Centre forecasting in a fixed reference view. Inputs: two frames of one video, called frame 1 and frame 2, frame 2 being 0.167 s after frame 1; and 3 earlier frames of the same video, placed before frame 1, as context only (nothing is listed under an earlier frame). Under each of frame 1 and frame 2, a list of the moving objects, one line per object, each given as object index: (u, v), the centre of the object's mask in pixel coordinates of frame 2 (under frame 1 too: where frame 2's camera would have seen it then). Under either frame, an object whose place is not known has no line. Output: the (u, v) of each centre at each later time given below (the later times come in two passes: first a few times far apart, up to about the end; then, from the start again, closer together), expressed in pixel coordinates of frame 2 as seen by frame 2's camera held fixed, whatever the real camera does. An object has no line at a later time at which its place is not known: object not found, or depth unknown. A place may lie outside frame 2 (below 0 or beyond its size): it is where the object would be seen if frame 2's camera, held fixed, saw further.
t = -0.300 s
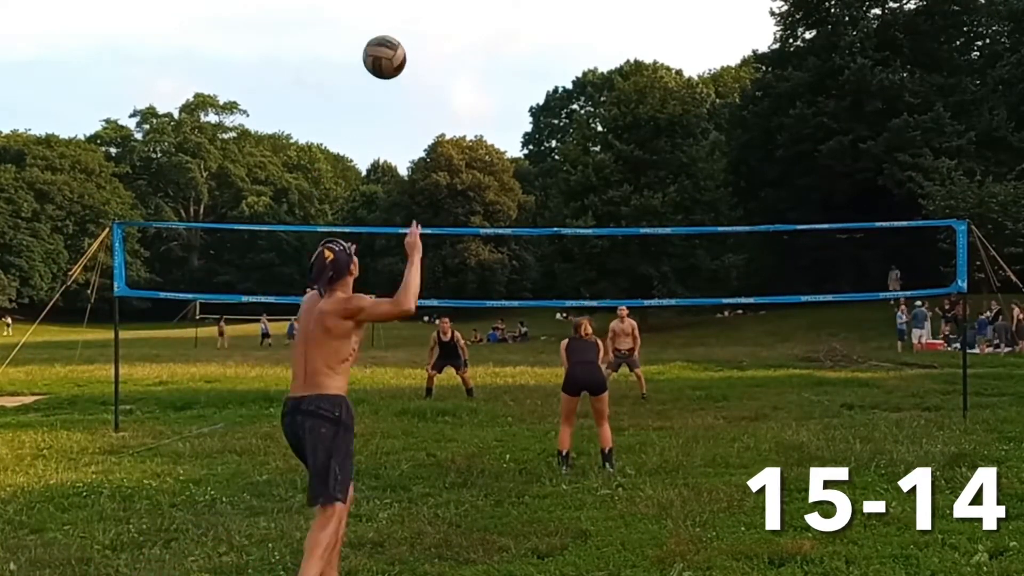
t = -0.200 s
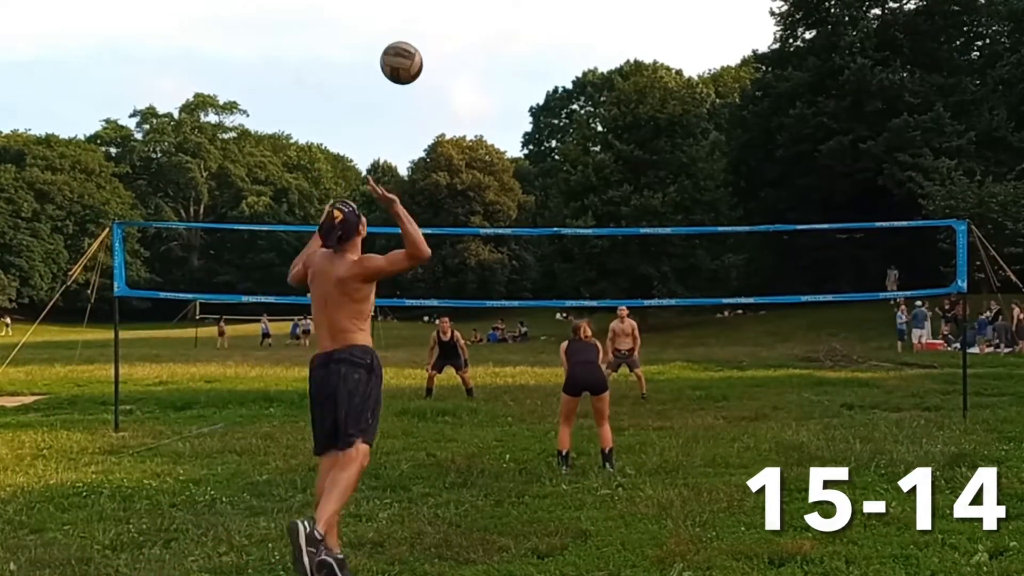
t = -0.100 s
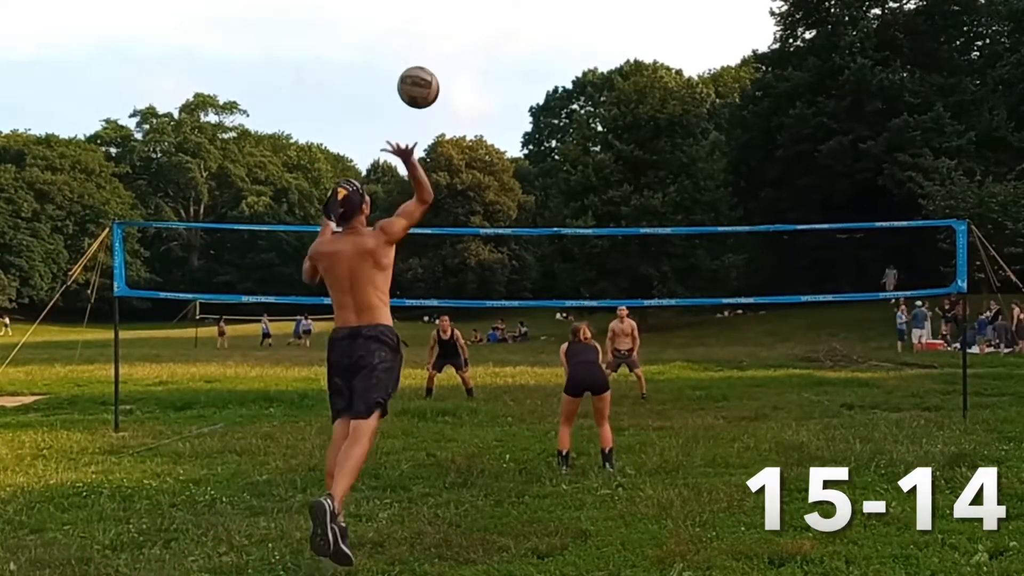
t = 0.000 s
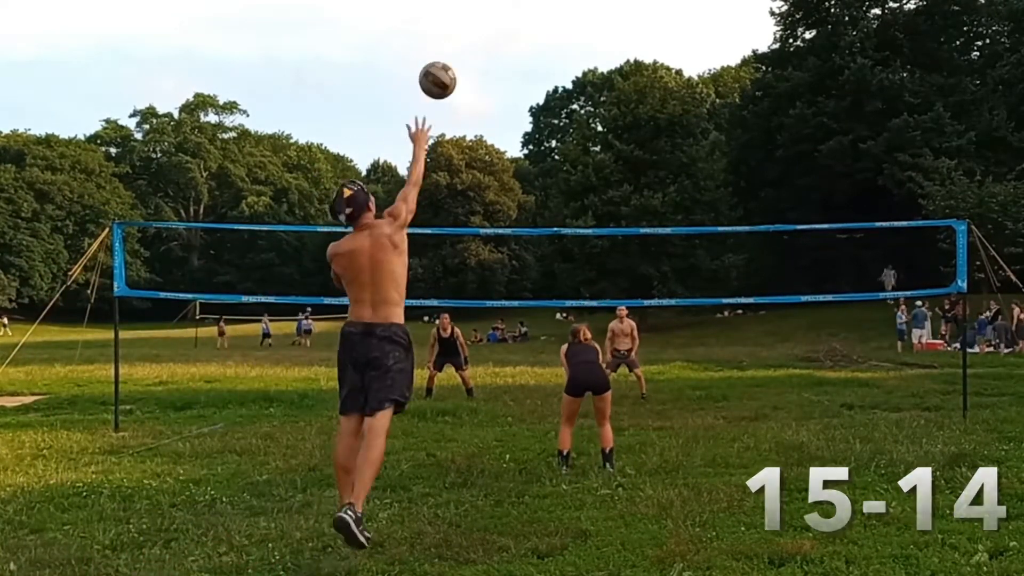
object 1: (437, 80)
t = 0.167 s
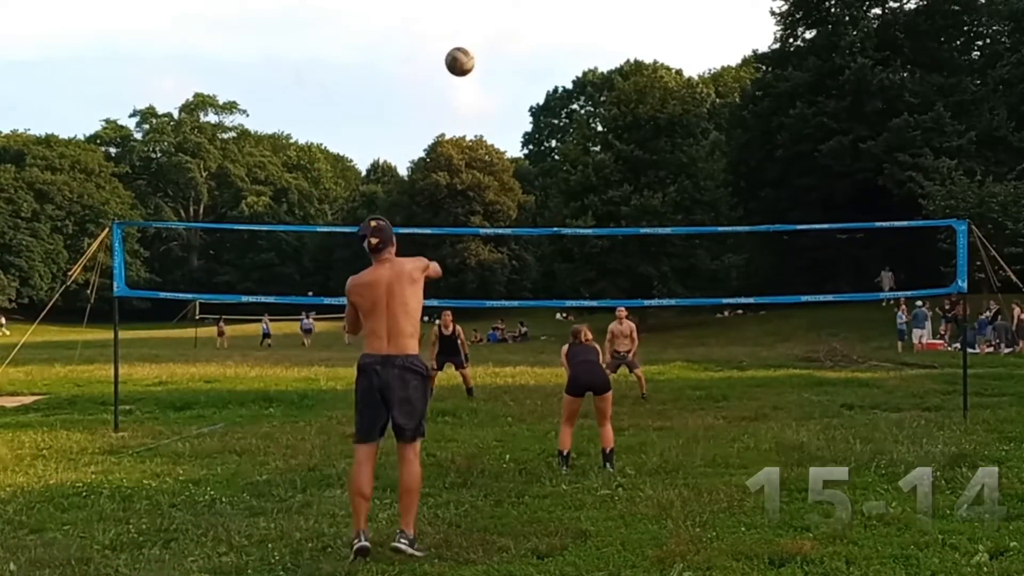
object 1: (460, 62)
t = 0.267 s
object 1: (467, 69)
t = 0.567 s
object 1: (486, 130)
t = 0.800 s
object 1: (494, 201)
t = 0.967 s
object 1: (498, 249)
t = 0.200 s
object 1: (463, 63)
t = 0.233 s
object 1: (465, 66)
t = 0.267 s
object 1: (467, 69)
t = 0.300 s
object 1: (470, 73)
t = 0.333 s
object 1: (472, 78)
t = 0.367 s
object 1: (474, 84)
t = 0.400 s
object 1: (476, 90)
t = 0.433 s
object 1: (478, 97)
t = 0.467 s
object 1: (480, 105)
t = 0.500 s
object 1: (483, 113)
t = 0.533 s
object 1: (485, 121)
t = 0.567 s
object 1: (486, 130)
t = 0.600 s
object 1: (488, 140)
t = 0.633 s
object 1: (489, 150)
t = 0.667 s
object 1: (491, 158)
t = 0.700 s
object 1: (492, 169)
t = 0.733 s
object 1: (495, 178)
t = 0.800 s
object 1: (494, 201)
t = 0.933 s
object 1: (497, 239)
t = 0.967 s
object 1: (498, 249)
